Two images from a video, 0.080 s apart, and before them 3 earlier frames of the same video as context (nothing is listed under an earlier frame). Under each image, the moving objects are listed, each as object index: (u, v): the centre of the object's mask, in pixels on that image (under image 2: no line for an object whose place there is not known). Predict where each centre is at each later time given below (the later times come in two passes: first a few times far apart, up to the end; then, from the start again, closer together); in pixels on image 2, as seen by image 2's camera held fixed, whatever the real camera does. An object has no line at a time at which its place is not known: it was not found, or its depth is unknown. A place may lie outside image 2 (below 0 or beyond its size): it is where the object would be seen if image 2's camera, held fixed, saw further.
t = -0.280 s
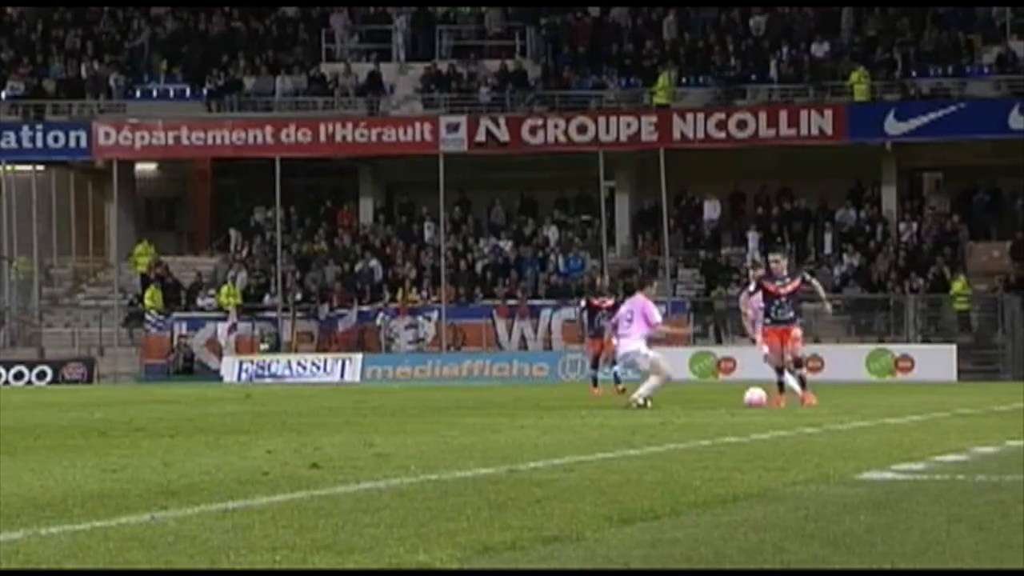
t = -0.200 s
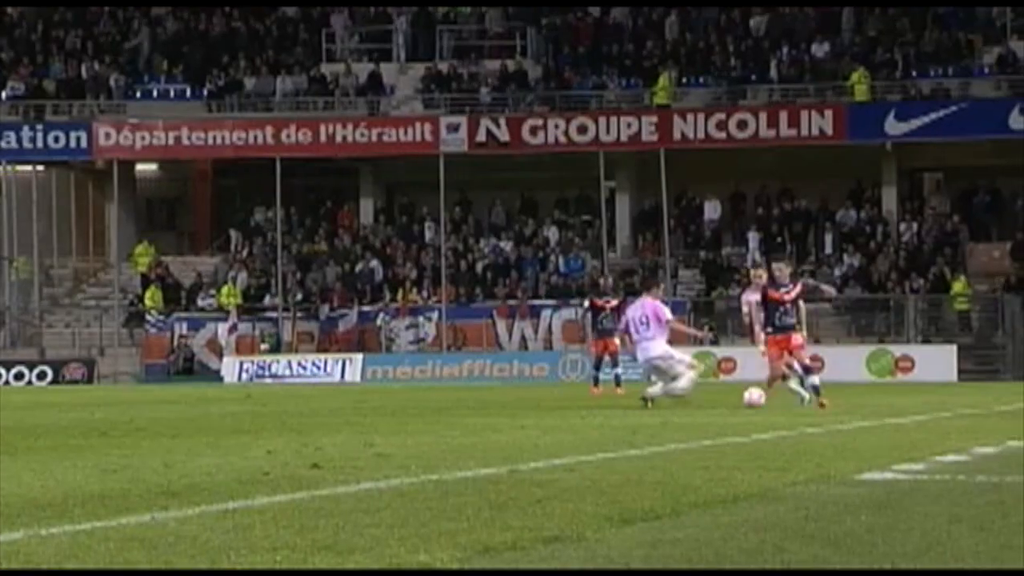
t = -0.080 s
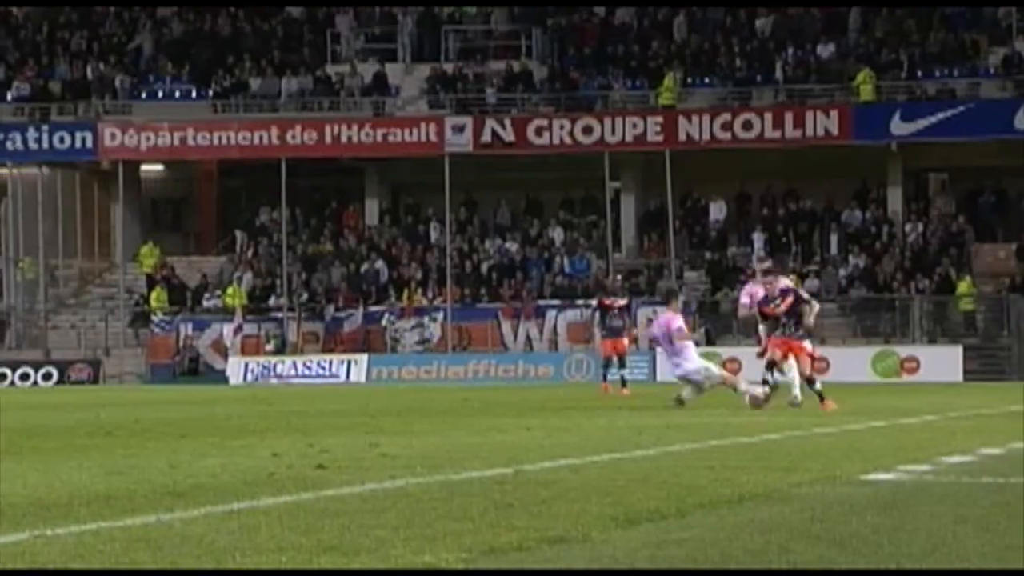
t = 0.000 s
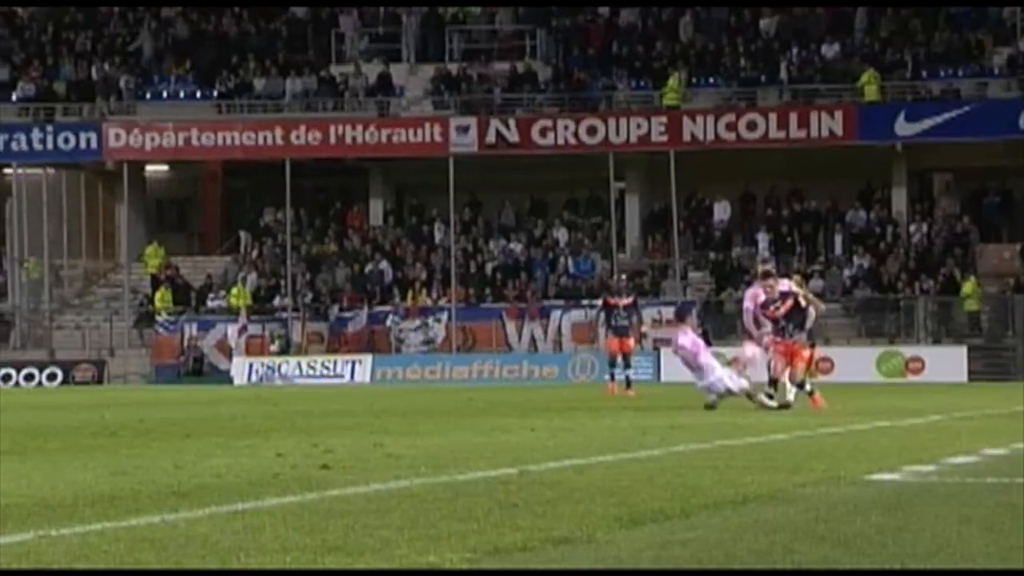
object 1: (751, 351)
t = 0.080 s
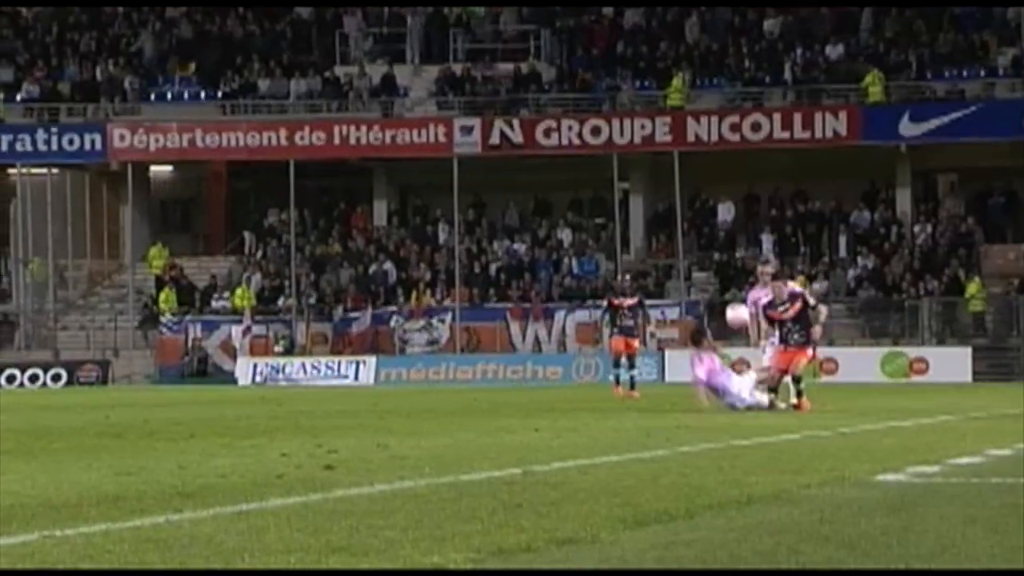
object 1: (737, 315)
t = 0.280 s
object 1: (702, 239)
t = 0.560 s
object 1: (653, 190)
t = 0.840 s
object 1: (603, 217)
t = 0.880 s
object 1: (596, 228)
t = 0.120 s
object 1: (730, 297)
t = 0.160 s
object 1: (723, 281)
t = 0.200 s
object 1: (716, 265)
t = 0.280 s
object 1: (702, 239)
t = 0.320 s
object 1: (695, 227)
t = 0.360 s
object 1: (689, 218)
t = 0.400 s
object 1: (681, 210)
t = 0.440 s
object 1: (674, 202)
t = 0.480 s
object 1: (667, 197)
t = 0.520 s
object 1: (660, 193)
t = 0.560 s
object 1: (653, 190)
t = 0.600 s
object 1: (646, 189)
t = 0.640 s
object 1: (639, 190)
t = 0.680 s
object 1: (631, 192)
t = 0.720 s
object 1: (625, 196)
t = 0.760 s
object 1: (617, 202)
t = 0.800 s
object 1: (610, 209)
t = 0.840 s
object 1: (603, 217)
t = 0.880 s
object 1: (596, 228)
